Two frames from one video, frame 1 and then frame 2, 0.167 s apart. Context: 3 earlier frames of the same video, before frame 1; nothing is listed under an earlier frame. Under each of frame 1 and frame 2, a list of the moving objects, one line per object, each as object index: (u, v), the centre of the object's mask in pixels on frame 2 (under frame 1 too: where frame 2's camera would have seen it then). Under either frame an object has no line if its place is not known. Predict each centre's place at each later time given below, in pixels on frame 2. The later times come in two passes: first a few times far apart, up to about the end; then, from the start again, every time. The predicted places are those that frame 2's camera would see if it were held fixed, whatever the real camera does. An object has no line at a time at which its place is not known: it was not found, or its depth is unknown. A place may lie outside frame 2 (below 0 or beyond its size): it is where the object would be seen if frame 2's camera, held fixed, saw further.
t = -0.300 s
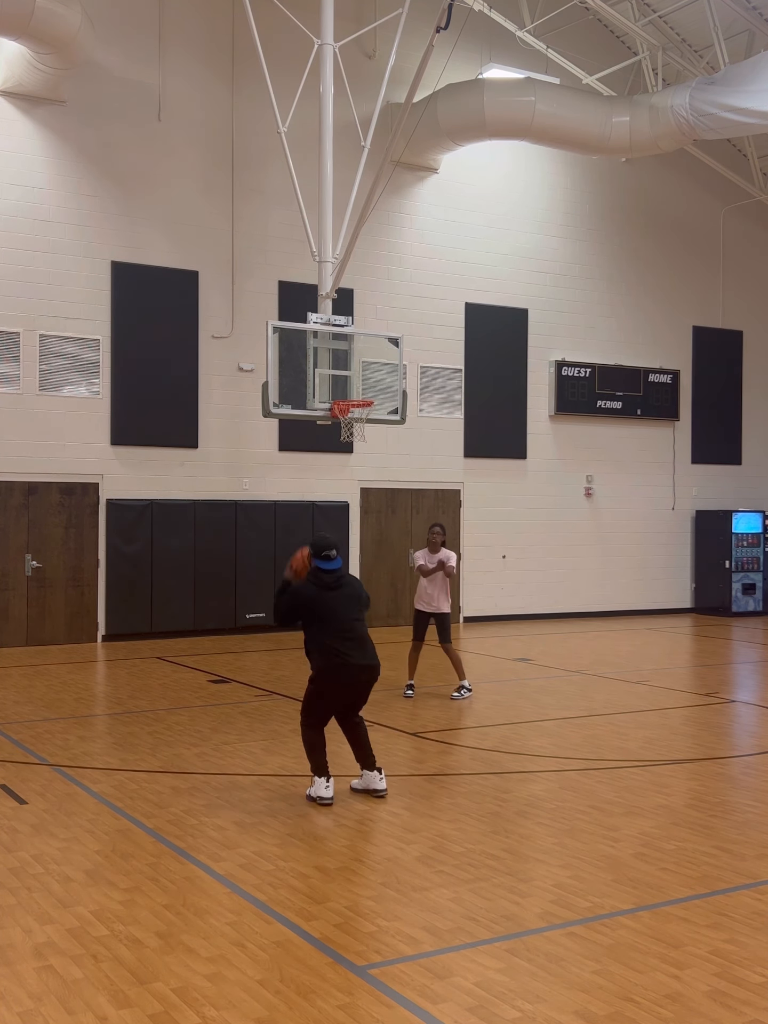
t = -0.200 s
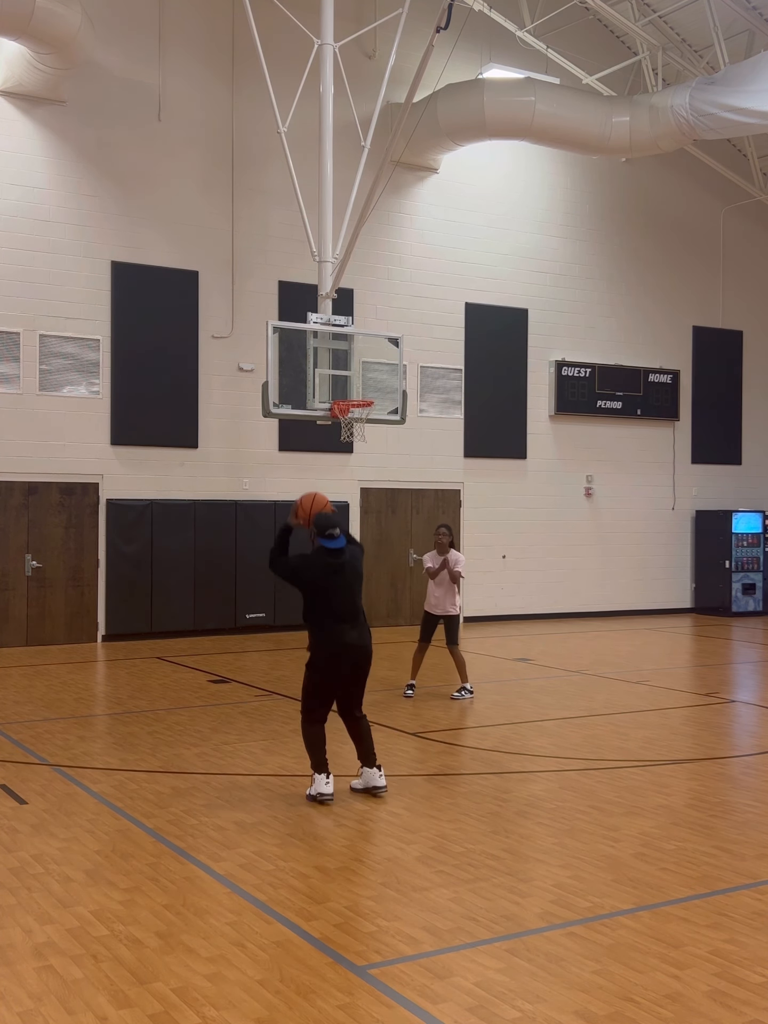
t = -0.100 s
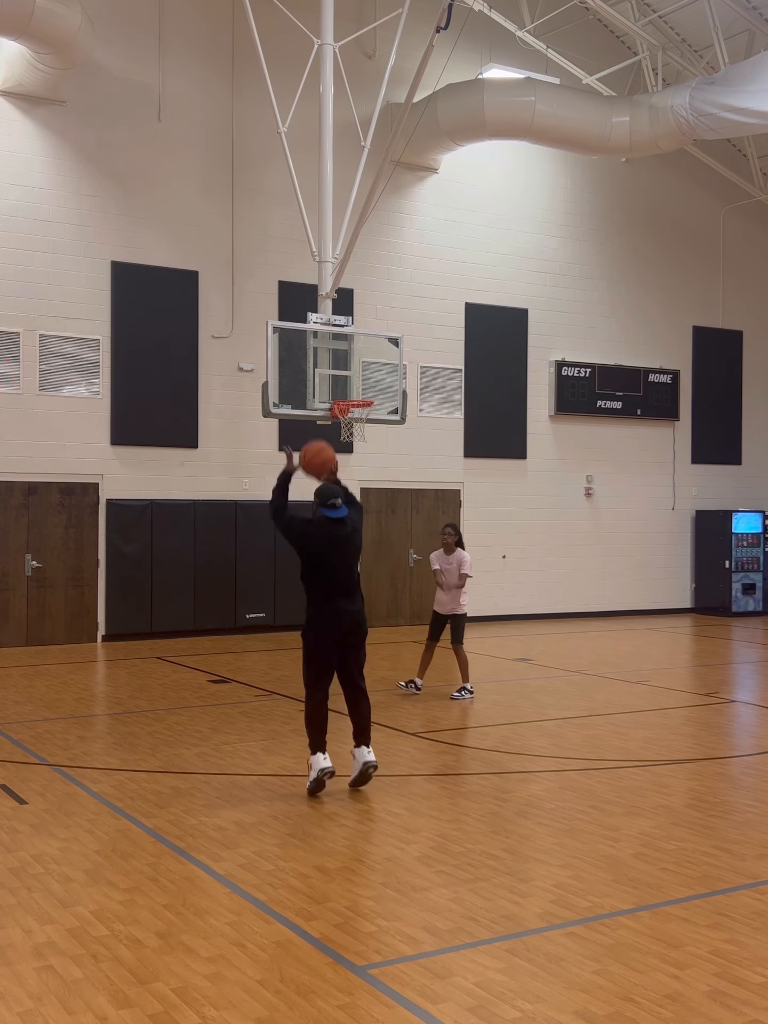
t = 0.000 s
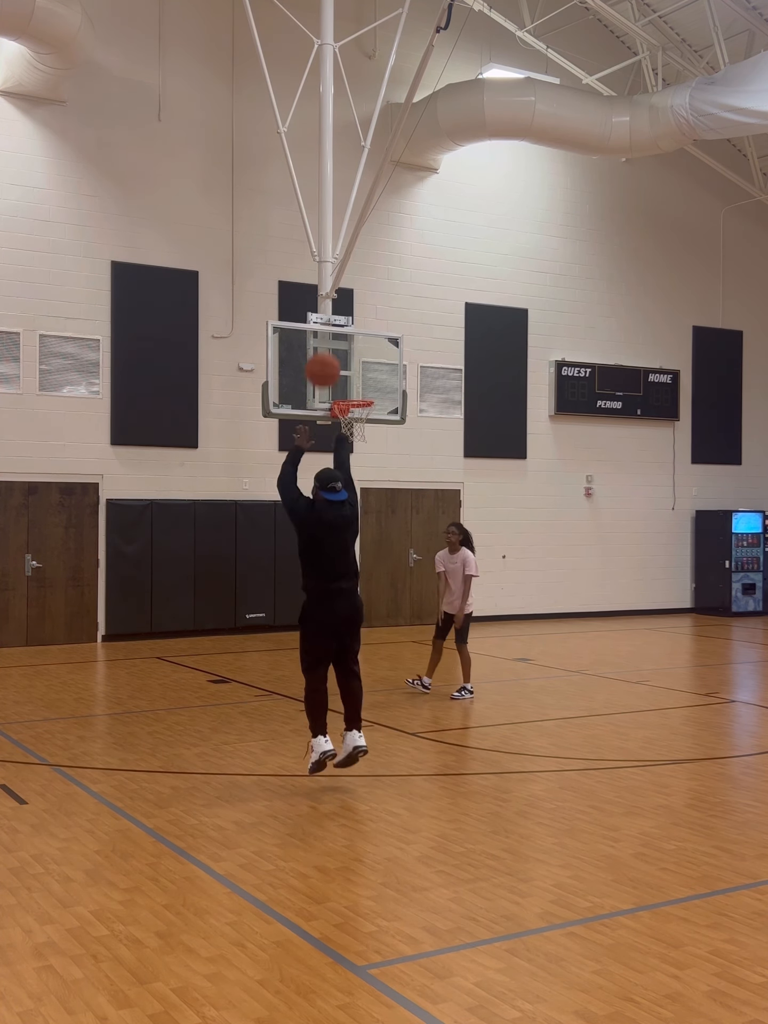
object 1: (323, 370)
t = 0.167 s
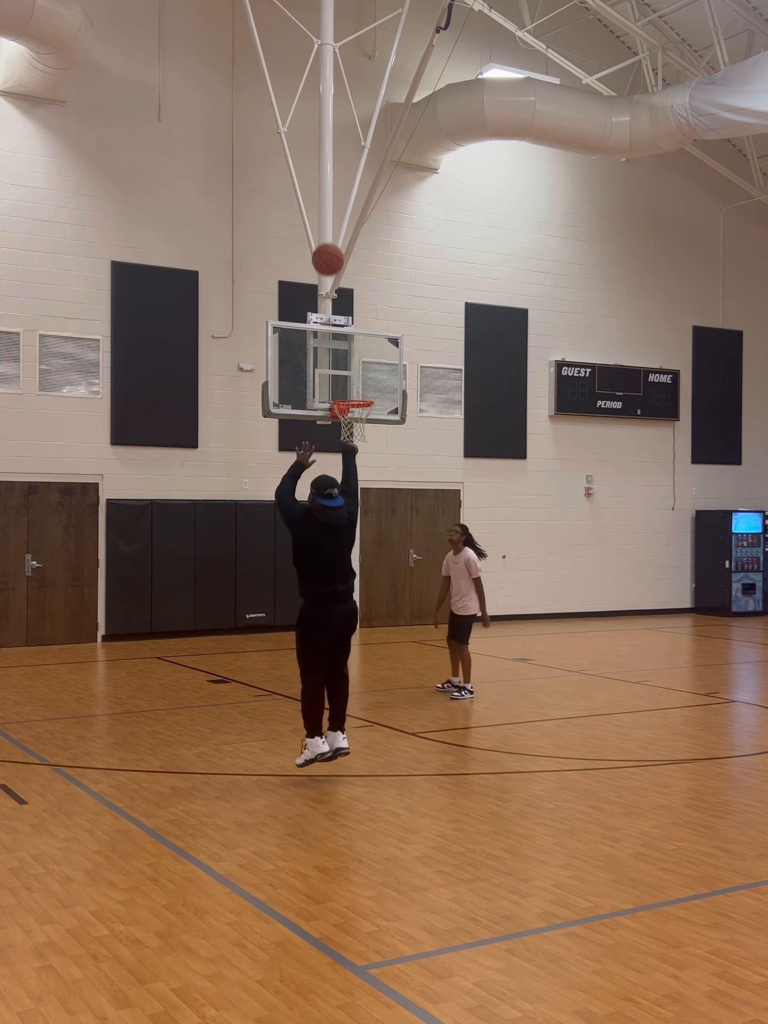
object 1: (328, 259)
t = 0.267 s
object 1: (330, 219)
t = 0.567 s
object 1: (338, 184)
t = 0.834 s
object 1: (344, 232)
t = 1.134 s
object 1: (349, 348)
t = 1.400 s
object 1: (355, 457)
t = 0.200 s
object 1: (329, 244)
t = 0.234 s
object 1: (330, 230)
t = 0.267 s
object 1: (330, 219)
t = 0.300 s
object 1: (331, 209)
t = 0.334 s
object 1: (332, 201)
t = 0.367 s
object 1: (333, 194)
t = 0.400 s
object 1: (334, 189)
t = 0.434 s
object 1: (335, 185)
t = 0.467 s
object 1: (336, 183)
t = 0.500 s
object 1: (336, 182)
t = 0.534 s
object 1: (337, 182)
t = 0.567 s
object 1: (338, 184)
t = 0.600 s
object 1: (339, 186)
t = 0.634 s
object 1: (340, 190)
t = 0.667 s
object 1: (340, 195)
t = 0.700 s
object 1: (341, 201)
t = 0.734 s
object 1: (342, 207)
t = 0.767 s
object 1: (342, 215)
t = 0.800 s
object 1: (343, 223)
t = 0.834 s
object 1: (344, 232)
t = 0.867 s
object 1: (345, 242)
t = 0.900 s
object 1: (345, 253)
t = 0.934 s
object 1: (346, 264)
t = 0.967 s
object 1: (346, 277)
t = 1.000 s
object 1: (347, 290)
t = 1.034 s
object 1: (348, 303)
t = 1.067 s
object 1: (348, 317)
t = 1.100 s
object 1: (348, 333)
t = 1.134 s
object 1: (349, 348)
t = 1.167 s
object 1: (349, 363)
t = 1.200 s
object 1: (349, 380)
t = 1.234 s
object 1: (350, 394)
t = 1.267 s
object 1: (351, 411)
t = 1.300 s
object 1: (353, 426)
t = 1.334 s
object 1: (352, 436)
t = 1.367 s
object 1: (354, 446)
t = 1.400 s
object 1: (355, 457)
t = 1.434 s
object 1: (356, 469)
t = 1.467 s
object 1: (358, 482)
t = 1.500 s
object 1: (359, 495)
